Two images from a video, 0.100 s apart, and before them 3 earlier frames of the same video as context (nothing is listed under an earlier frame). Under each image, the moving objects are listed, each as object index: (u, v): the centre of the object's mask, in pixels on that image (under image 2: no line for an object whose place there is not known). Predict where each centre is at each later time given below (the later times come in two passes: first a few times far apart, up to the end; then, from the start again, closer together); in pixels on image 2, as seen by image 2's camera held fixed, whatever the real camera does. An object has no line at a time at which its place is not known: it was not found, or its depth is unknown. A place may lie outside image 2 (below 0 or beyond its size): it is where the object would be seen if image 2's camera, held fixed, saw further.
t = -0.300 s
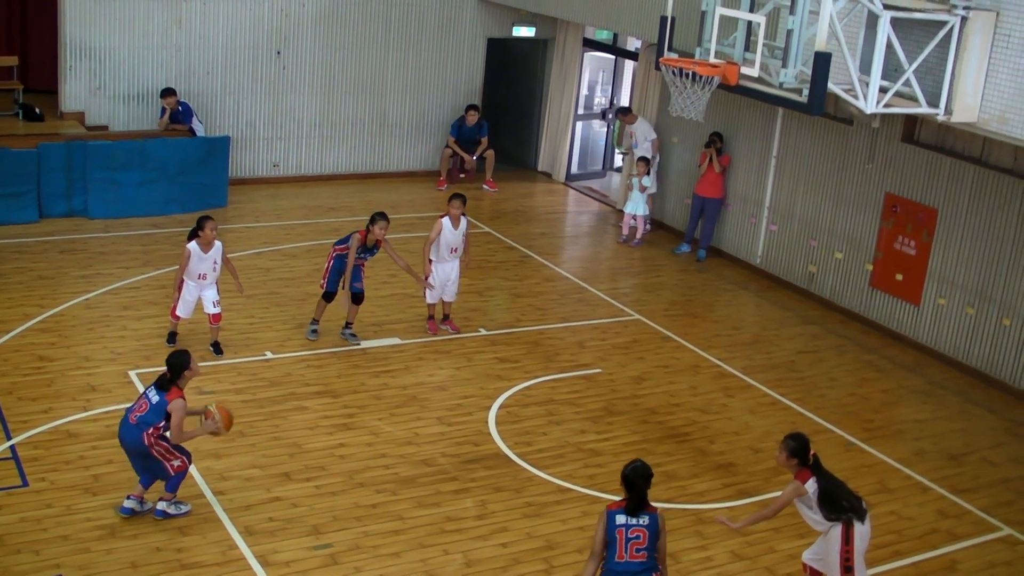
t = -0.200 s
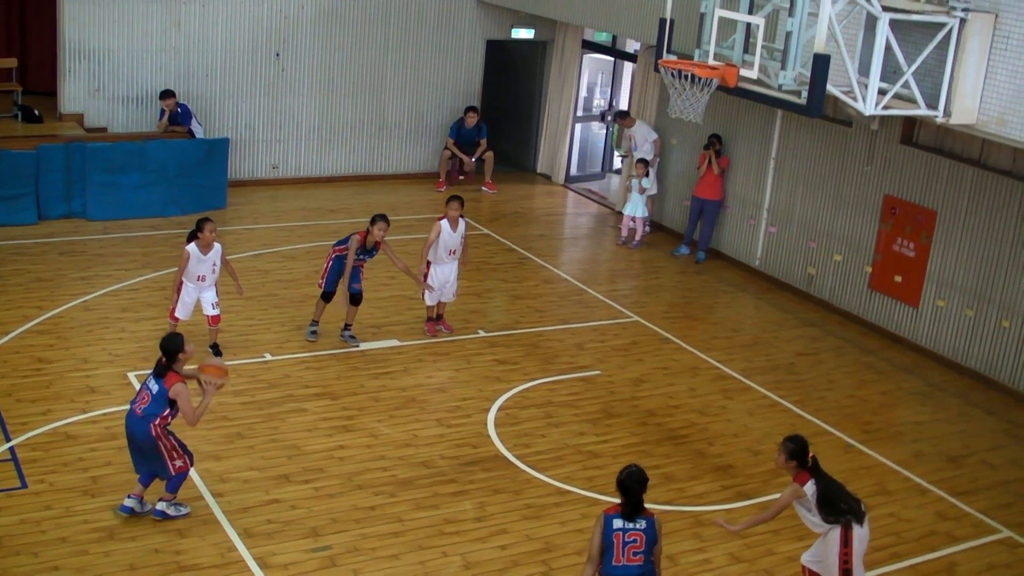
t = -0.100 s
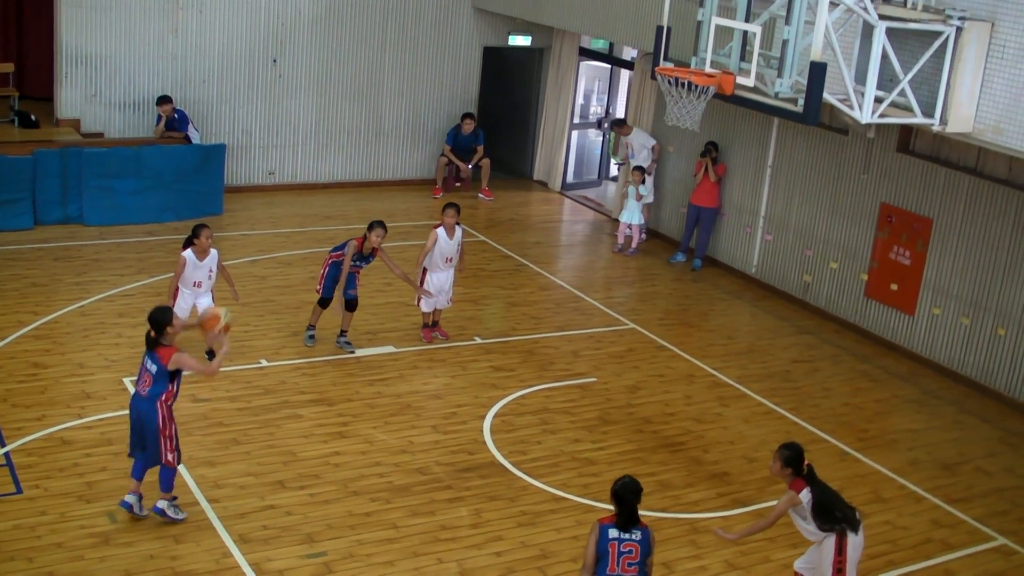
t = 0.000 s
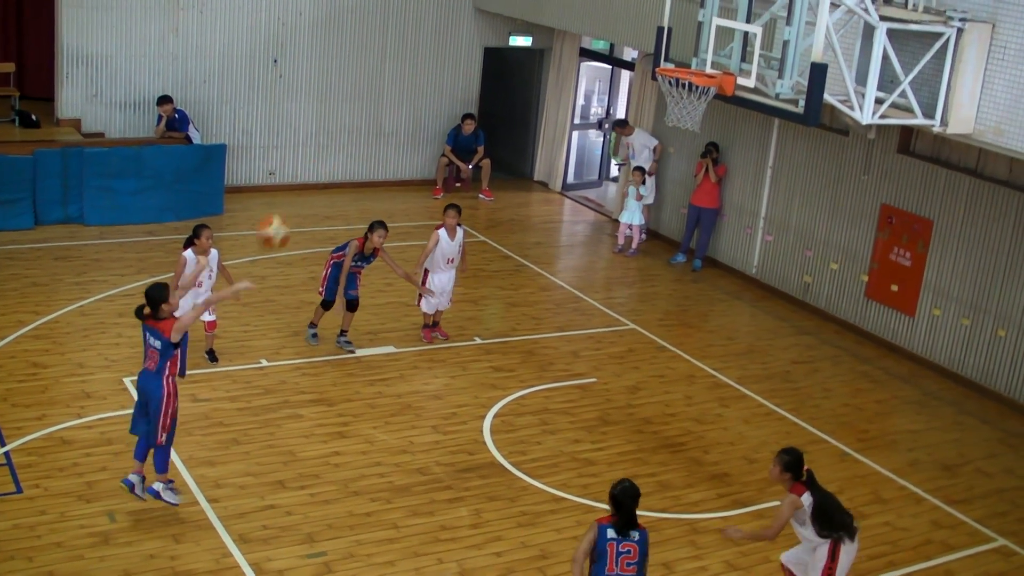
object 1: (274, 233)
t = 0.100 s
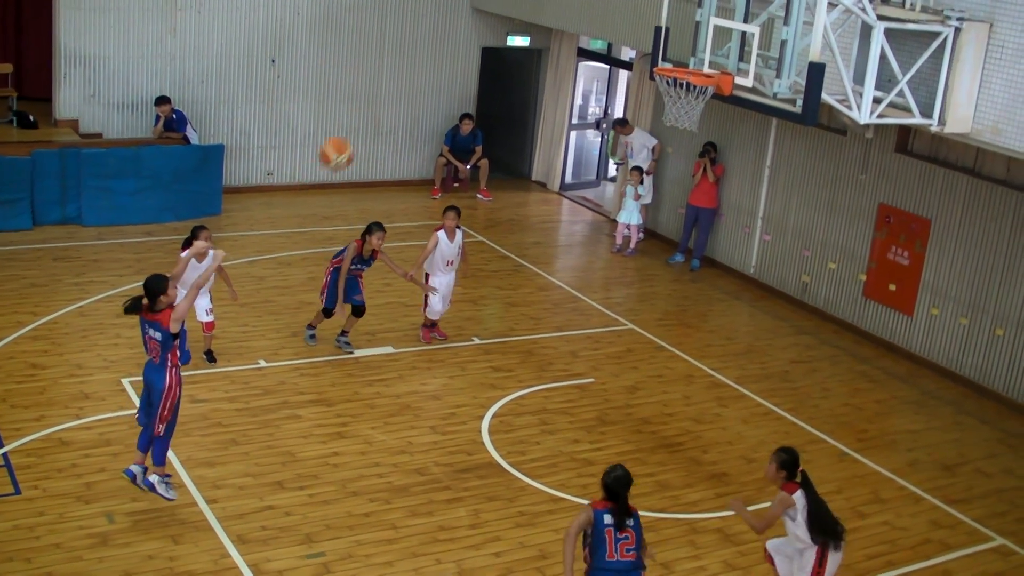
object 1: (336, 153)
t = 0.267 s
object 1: (442, 57)
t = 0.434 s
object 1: (538, 11)
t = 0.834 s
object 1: (724, 44)
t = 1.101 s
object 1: (673, 103)
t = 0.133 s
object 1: (358, 131)
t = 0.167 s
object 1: (378, 110)
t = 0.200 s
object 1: (400, 91)
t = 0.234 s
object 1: (421, 72)
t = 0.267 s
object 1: (442, 57)
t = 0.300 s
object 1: (462, 43)
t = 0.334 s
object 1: (481, 31)
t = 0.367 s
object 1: (501, 20)
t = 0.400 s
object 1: (520, 14)
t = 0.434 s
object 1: (538, 11)
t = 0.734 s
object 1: (686, 15)
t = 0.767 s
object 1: (699, 23)
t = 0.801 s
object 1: (713, 33)
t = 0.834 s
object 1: (724, 44)
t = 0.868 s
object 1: (714, 51)
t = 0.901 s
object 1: (701, 61)
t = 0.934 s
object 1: (688, 67)
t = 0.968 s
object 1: (673, 87)
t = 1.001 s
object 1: (671, 89)
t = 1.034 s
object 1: (673, 96)
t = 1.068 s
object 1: (673, 102)
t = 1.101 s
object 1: (673, 103)
